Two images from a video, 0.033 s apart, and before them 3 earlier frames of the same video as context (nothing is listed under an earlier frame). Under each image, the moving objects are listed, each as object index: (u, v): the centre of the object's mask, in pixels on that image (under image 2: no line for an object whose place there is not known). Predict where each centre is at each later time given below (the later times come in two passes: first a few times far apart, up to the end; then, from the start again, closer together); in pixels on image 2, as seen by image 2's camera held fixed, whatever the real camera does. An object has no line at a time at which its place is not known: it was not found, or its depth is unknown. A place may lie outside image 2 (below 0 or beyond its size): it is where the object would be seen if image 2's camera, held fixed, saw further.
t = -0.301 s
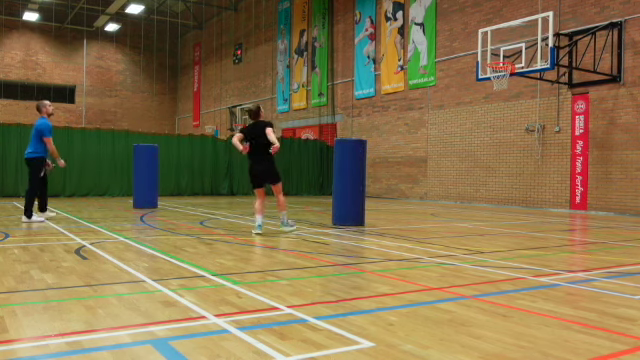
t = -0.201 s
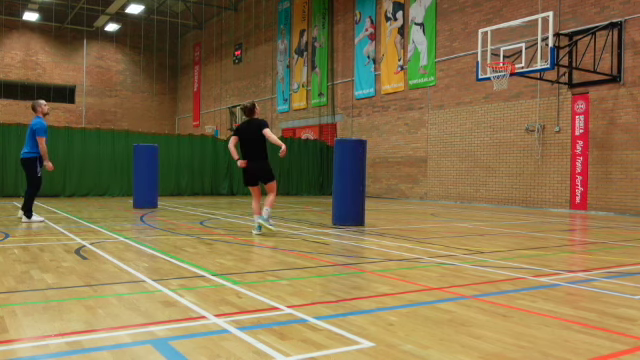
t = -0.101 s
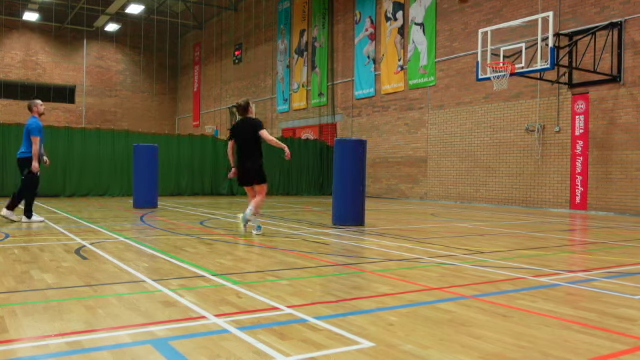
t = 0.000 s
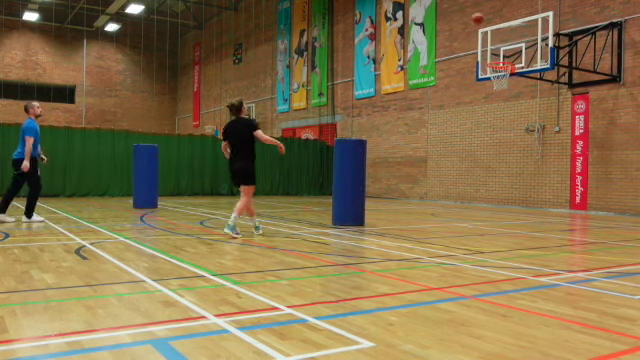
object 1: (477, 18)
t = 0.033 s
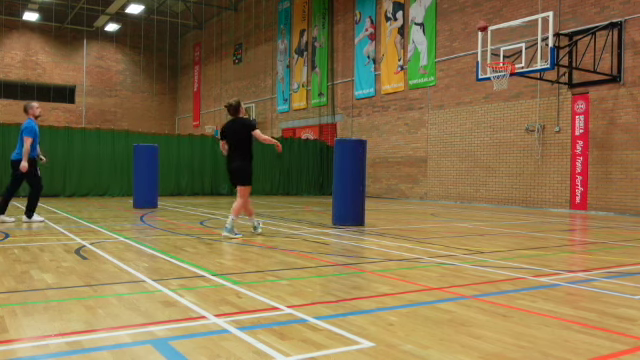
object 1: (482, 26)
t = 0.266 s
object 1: (500, 87)
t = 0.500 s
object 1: (490, 153)
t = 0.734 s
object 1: (481, 192)
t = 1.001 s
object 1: (464, 140)
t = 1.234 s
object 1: (448, 122)
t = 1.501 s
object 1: (428, 136)
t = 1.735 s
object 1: (410, 179)
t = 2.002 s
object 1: (391, 184)
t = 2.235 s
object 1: (374, 163)
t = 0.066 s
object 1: (487, 35)
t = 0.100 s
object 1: (492, 44)
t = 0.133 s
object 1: (496, 52)
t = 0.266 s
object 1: (500, 87)
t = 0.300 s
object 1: (499, 94)
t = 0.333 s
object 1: (498, 102)
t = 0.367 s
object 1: (497, 112)
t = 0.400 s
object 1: (495, 122)
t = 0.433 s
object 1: (494, 132)
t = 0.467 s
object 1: (492, 142)
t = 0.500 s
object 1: (490, 153)
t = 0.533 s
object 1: (489, 164)
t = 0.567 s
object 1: (489, 176)
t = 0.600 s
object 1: (487, 189)
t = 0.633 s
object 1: (486, 203)
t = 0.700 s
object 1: (482, 203)
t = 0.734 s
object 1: (481, 192)
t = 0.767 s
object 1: (478, 184)
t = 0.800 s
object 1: (476, 177)
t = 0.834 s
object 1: (475, 169)
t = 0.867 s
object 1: (472, 162)
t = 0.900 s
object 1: (470, 155)
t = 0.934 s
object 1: (468, 150)
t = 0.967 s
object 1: (466, 145)
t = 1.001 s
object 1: (464, 140)
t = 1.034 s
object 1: (461, 136)
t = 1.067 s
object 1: (459, 133)
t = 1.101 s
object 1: (456, 129)
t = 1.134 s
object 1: (454, 127)
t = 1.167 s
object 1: (453, 125)
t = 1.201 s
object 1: (450, 123)
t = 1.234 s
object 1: (448, 122)
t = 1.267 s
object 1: (445, 122)
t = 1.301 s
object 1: (443, 122)
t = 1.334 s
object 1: (440, 123)
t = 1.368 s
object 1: (438, 125)
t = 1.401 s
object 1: (436, 128)
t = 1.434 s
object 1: (433, 129)
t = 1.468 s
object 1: (430, 133)
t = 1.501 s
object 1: (428, 136)
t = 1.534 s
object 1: (425, 141)
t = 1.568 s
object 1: (423, 145)
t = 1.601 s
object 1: (420, 150)
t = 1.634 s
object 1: (418, 157)
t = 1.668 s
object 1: (414, 163)
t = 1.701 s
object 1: (412, 171)
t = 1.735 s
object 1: (410, 179)
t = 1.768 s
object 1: (407, 188)
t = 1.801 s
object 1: (404, 198)
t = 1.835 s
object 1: (402, 207)
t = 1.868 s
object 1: (401, 209)
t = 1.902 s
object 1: (397, 203)
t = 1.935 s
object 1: (395, 197)
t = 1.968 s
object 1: (393, 191)
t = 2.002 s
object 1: (391, 184)
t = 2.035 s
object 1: (388, 180)
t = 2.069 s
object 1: (386, 176)
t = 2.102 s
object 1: (382, 170)
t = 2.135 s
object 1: (381, 169)
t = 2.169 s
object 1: (378, 166)
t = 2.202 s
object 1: (377, 165)
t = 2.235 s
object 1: (374, 163)
